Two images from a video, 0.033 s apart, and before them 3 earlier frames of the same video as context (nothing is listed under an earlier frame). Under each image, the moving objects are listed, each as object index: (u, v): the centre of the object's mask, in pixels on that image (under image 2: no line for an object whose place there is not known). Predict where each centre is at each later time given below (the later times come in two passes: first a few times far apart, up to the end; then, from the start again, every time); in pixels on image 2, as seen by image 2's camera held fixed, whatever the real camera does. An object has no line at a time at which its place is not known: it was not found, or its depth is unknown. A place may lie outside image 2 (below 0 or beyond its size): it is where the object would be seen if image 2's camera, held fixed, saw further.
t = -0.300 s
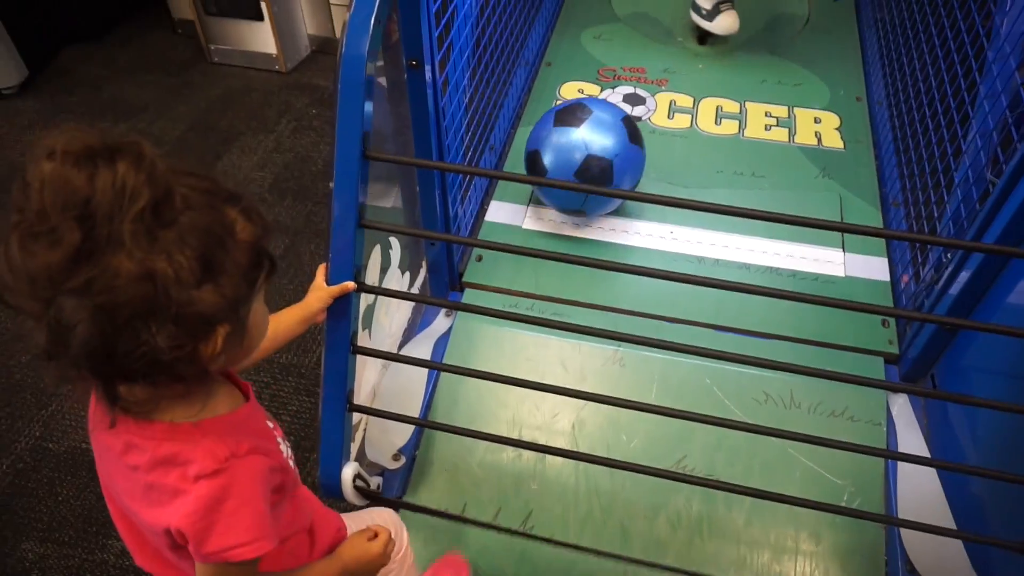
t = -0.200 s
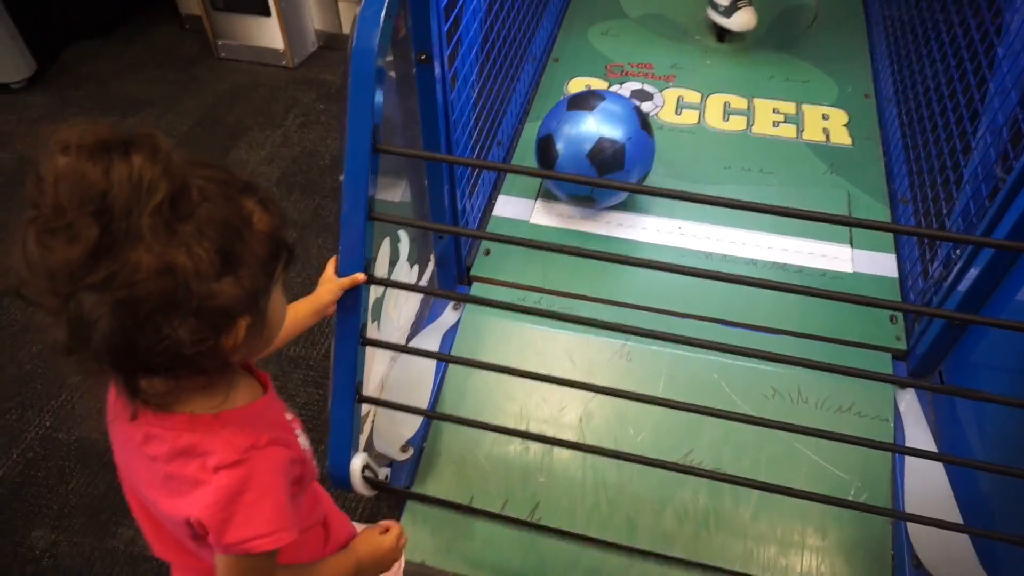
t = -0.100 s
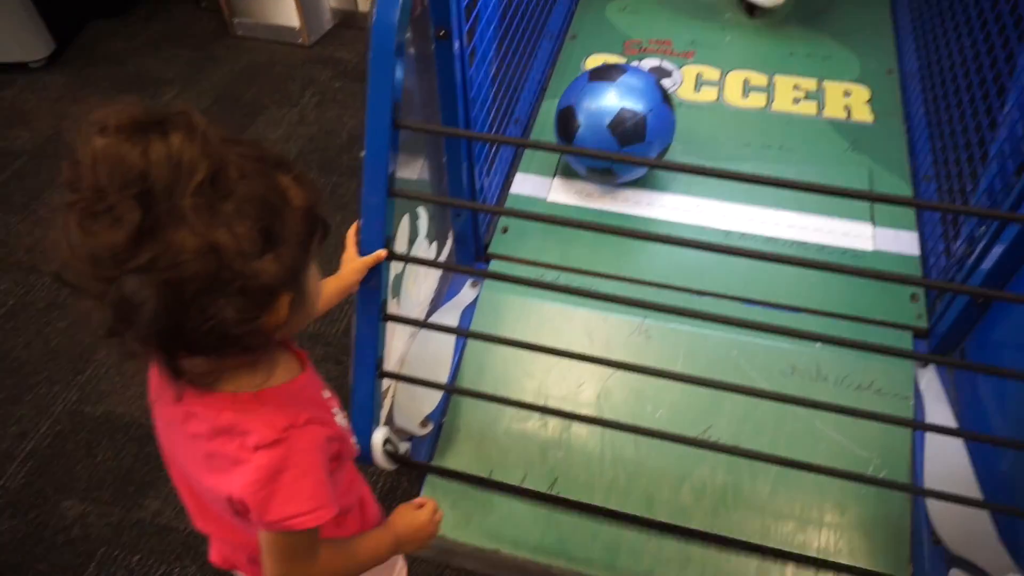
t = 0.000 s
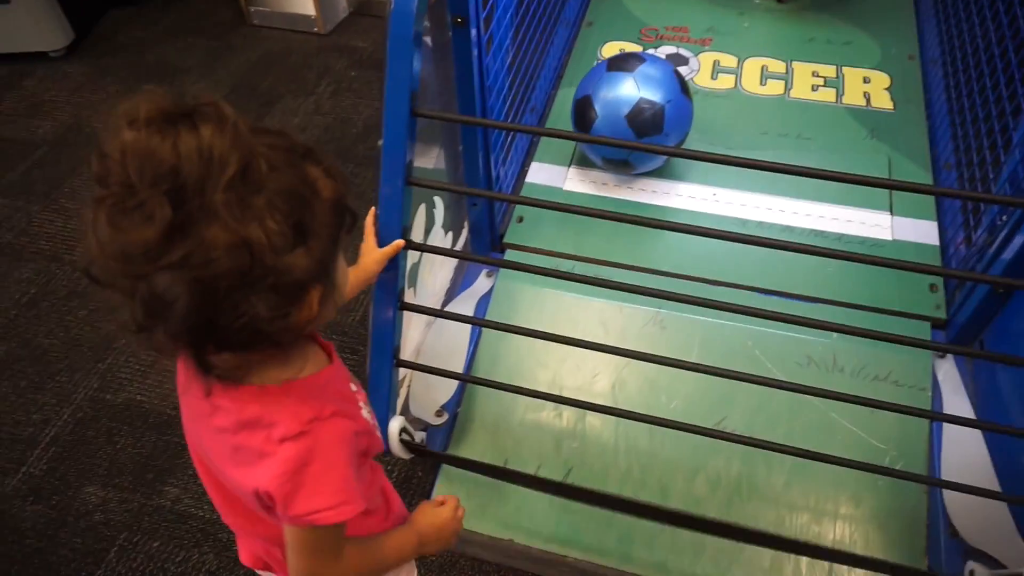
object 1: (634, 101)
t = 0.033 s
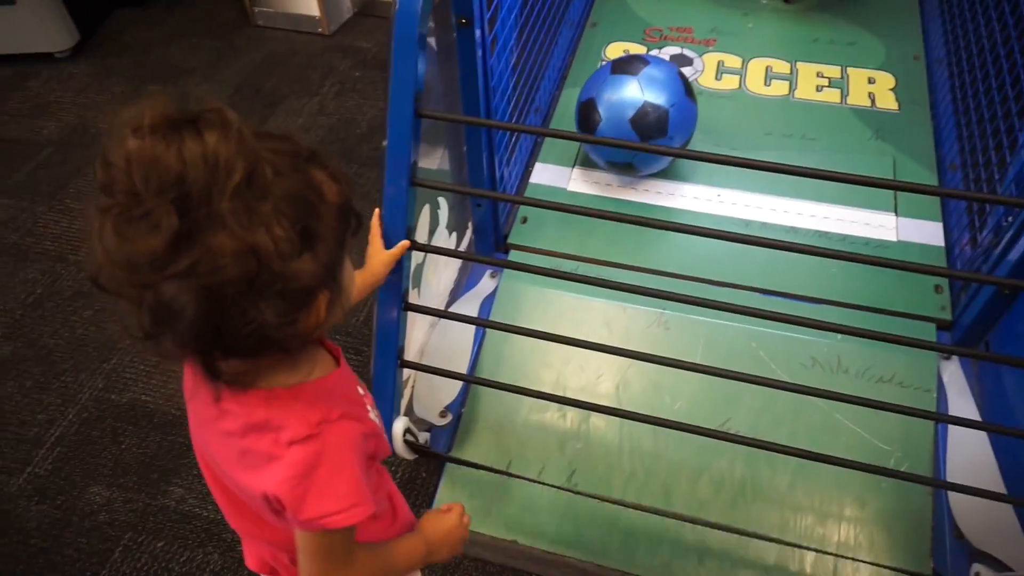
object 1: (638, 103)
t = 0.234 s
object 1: (635, 127)
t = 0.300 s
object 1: (632, 135)
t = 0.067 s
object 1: (637, 113)
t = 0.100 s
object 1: (637, 115)
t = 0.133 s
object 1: (636, 118)
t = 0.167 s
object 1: (636, 120)
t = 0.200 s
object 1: (635, 124)
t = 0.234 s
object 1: (635, 127)
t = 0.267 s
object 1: (634, 131)
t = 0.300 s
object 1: (632, 135)
